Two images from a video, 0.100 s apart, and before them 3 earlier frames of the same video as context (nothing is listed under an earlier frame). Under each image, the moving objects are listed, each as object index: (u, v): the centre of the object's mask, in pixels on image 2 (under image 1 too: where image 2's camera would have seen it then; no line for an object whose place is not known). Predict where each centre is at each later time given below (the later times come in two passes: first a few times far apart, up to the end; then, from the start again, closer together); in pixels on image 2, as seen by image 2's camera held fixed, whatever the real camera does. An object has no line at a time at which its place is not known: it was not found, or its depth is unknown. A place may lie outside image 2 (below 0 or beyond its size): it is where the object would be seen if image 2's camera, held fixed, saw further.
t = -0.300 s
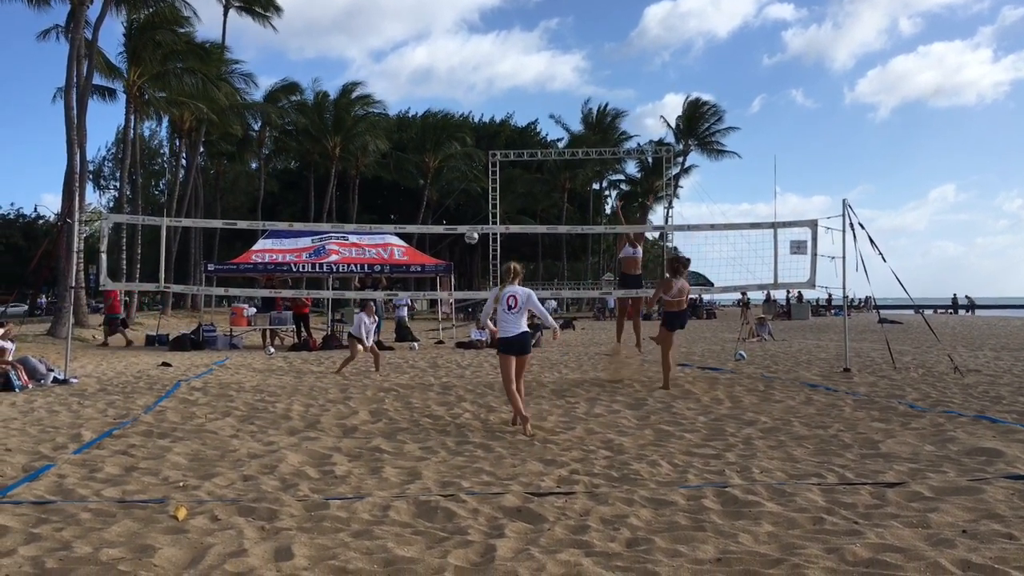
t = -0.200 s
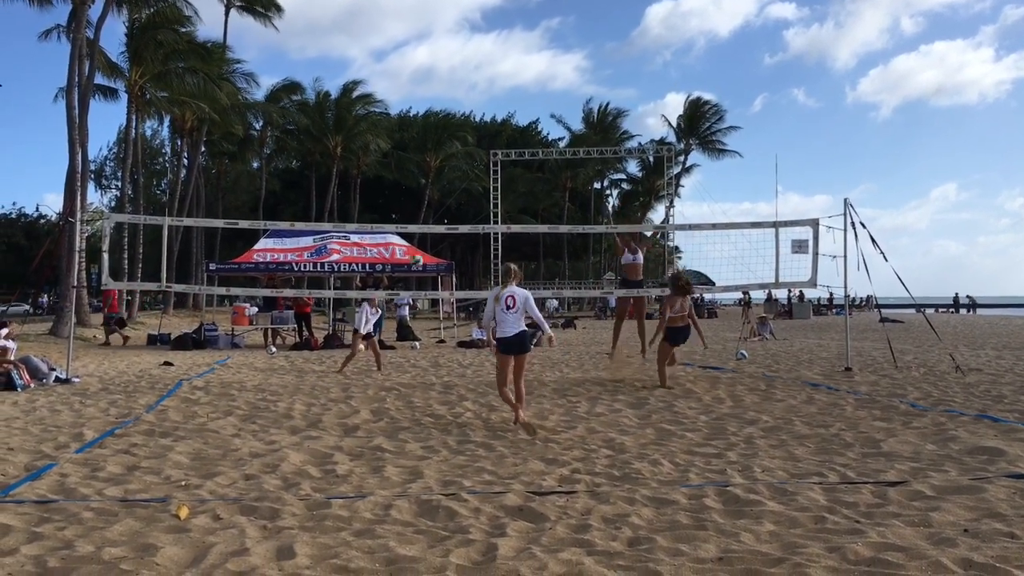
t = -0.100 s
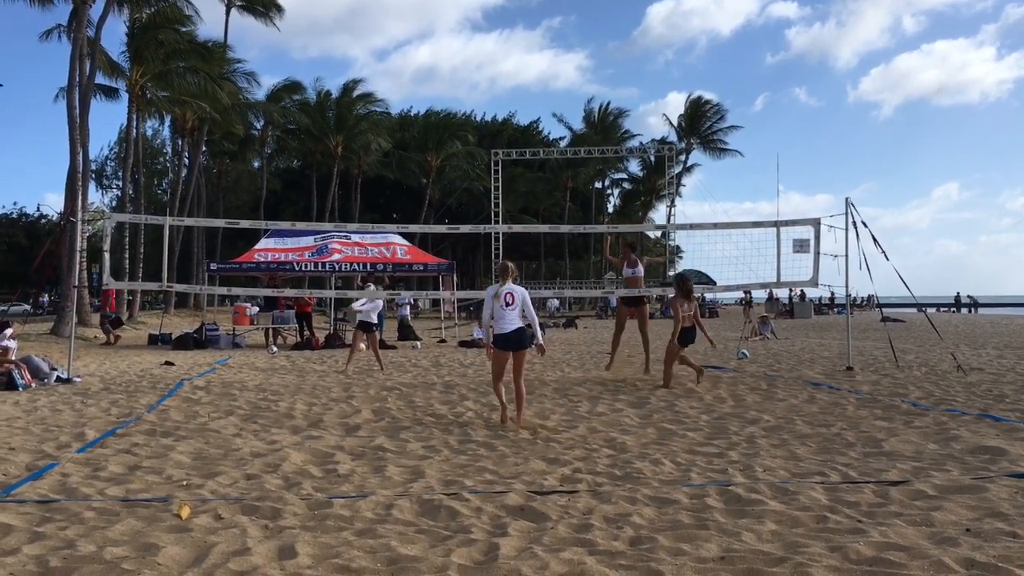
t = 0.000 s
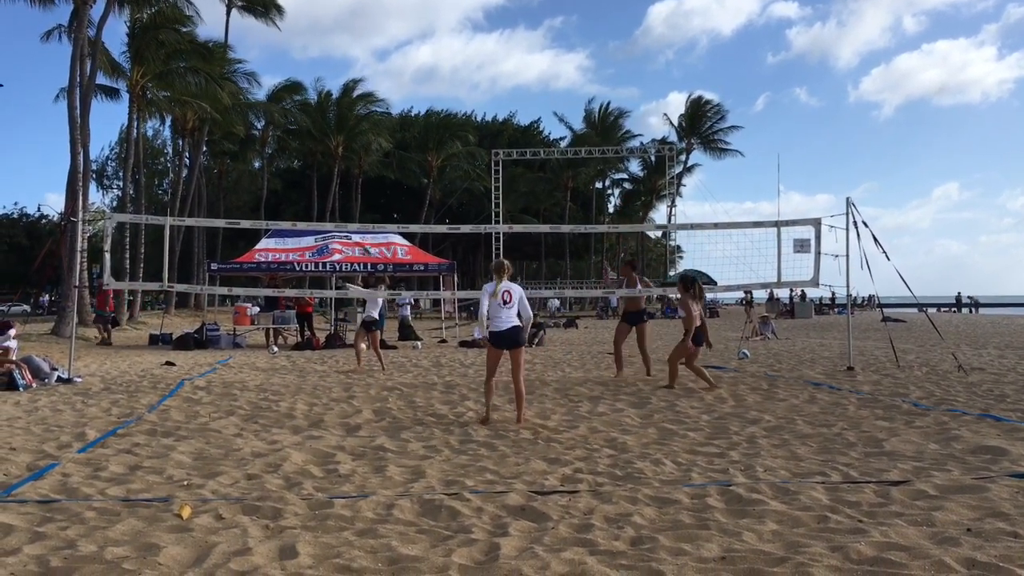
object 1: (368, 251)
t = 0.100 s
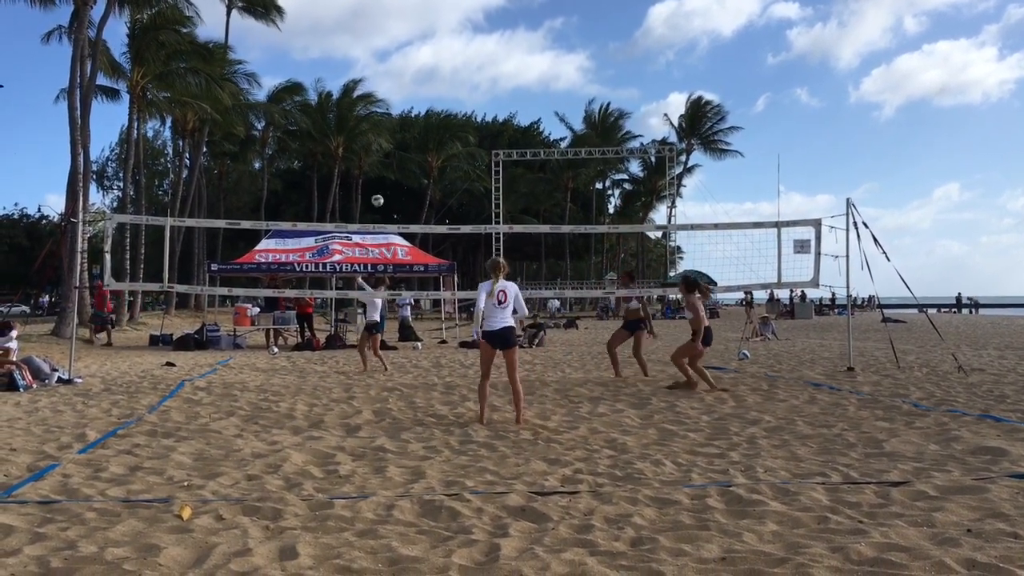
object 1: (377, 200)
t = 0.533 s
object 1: (414, 52)
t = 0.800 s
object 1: (436, 15)
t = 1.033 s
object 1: (455, 14)
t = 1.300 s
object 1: (476, 46)
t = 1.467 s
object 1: (490, 83)
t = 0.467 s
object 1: (408, 67)
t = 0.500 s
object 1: (411, 59)
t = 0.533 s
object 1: (414, 52)
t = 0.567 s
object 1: (417, 45)
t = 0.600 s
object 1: (419, 39)
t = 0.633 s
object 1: (422, 33)
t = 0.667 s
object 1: (425, 28)
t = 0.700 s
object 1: (428, 24)
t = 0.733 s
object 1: (430, 20)
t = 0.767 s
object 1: (433, 17)
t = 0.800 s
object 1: (436, 15)
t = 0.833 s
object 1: (439, 13)
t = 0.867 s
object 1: (441, 12)
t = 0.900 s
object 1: (444, 11)
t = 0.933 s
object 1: (447, 11)
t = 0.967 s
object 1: (449, 11)
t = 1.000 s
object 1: (452, 12)
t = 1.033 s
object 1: (455, 14)
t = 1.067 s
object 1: (458, 16)
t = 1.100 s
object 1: (460, 19)
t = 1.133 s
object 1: (463, 22)
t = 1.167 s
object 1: (466, 26)
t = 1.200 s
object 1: (468, 30)
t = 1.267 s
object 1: (474, 41)
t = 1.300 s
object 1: (476, 46)
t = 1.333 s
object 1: (479, 53)
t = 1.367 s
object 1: (482, 60)
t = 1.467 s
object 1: (490, 83)
